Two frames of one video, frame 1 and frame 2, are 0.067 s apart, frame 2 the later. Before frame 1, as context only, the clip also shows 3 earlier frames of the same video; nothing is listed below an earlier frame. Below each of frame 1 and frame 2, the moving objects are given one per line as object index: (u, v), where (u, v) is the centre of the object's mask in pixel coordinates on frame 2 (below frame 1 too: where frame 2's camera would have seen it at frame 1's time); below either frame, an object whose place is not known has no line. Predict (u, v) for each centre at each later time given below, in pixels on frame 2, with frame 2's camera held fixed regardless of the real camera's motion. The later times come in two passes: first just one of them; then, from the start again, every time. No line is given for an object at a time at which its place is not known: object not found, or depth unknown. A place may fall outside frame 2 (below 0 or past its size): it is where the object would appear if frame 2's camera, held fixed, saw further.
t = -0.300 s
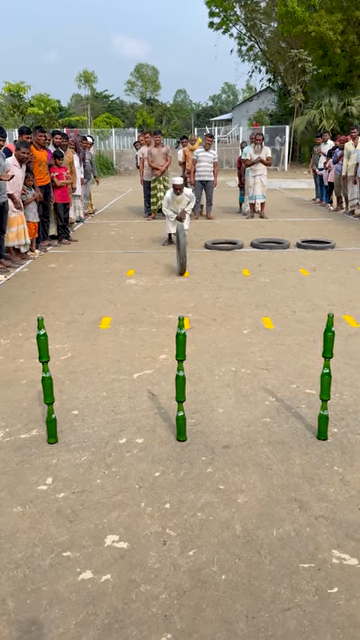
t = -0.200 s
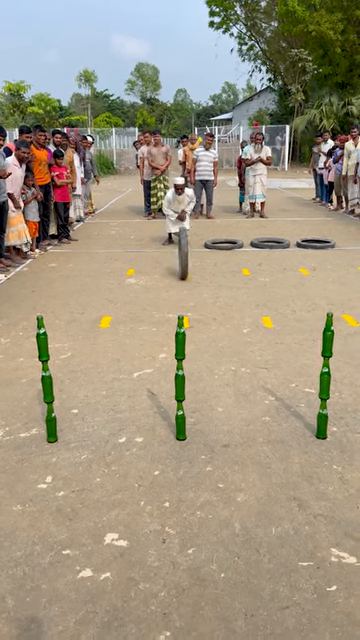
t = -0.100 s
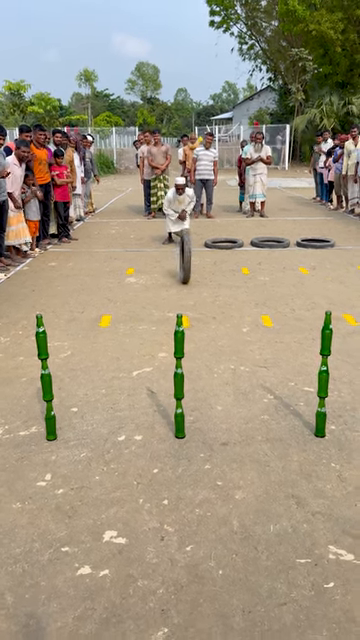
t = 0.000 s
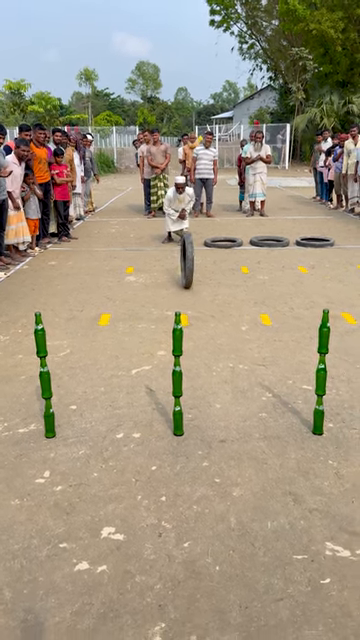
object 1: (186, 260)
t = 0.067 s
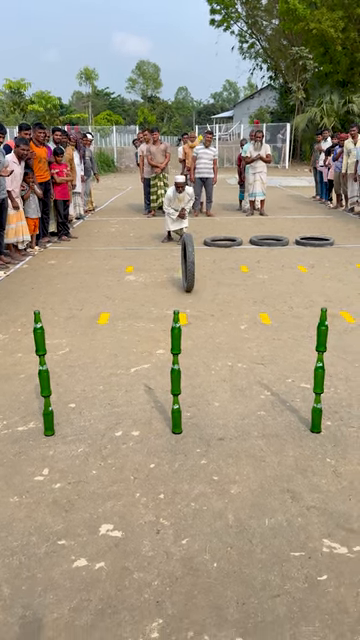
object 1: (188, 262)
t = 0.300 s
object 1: (195, 276)
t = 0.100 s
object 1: (188, 264)
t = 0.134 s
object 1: (189, 266)
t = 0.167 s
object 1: (190, 267)
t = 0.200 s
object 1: (191, 269)
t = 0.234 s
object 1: (192, 271)
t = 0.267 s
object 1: (194, 273)
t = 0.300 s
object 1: (195, 276)
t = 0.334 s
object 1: (196, 279)
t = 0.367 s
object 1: (198, 281)
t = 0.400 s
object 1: (199, 283)
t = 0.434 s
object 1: (200, 286)
